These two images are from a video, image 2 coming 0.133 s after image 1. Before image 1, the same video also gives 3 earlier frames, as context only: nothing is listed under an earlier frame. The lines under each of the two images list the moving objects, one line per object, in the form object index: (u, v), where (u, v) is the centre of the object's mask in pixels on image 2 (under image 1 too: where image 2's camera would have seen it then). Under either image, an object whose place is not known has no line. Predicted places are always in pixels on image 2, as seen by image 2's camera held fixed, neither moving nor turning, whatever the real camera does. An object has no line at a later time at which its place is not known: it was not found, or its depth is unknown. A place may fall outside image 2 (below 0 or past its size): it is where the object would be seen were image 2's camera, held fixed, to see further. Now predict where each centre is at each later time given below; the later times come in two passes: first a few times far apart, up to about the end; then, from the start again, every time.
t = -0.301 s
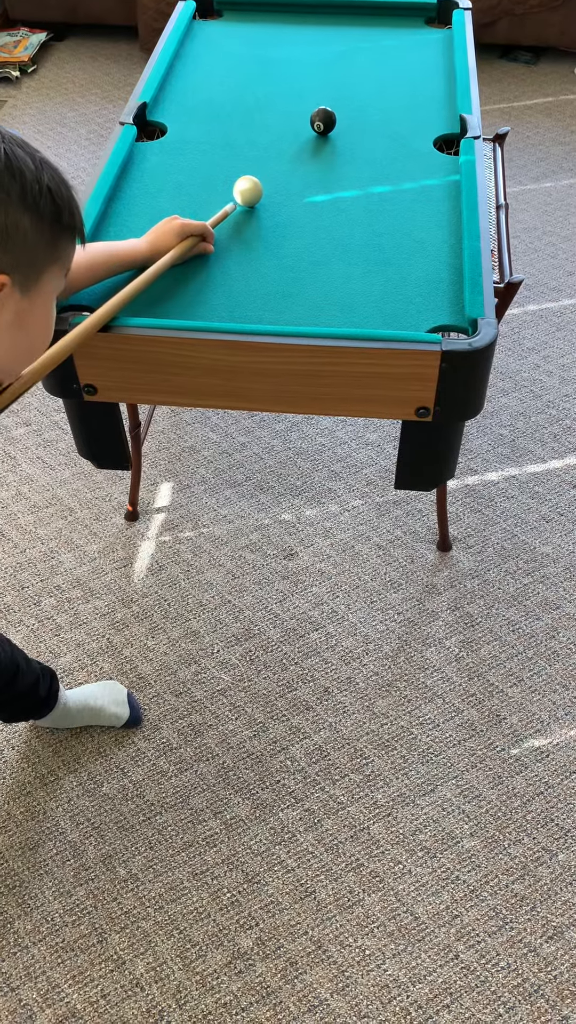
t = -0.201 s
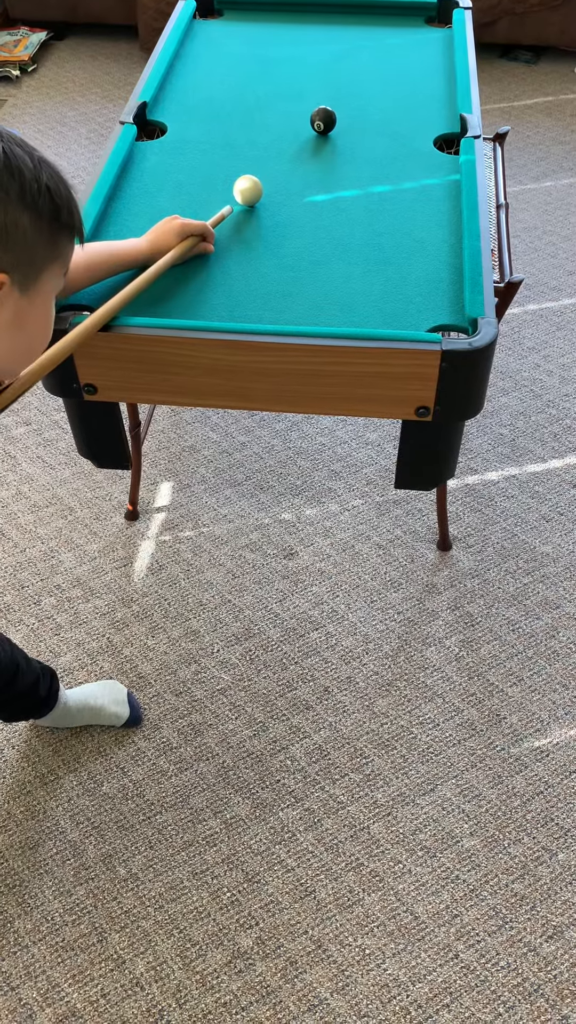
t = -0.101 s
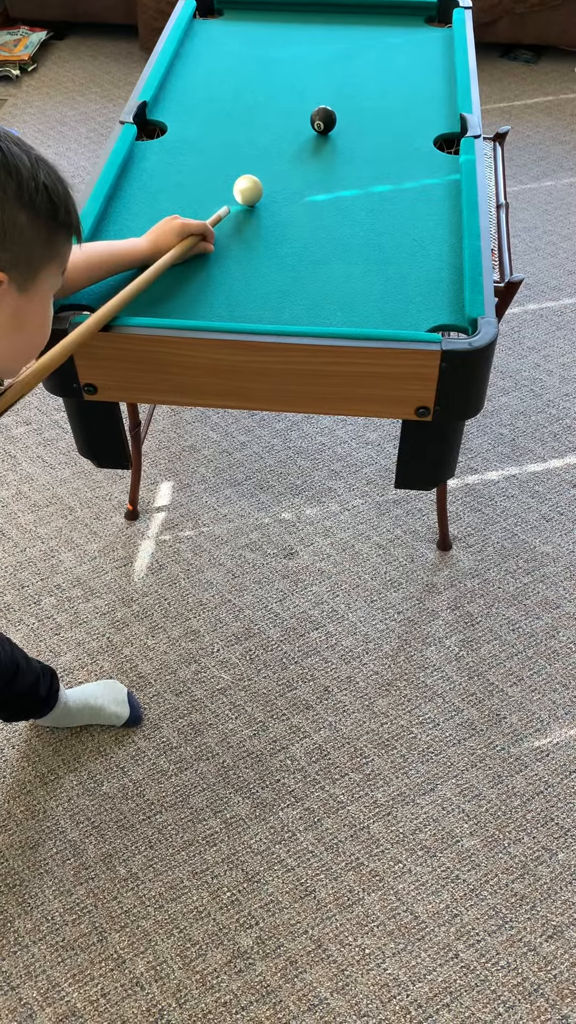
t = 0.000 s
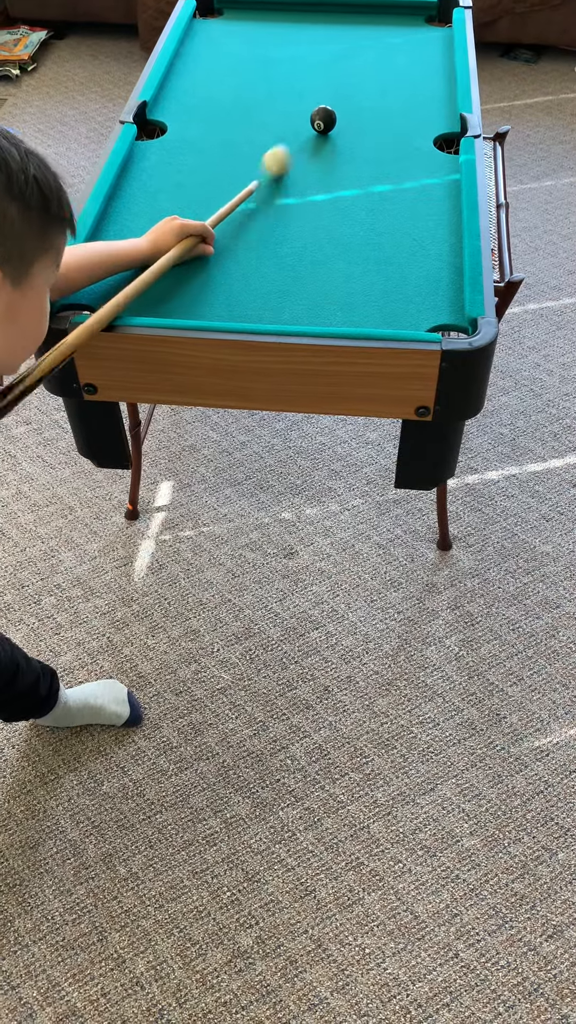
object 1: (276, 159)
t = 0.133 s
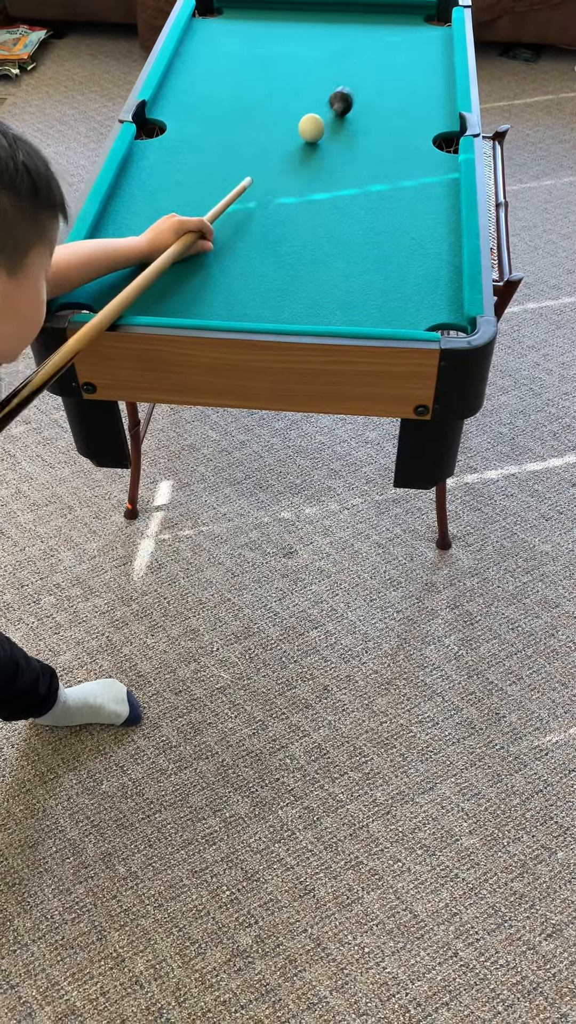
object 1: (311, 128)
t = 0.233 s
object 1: (317, 122)
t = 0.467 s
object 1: (330, 110)
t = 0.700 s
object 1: (342, 101)
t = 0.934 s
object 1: (350, 95)
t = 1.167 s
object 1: (356, 93)
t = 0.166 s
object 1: (312, 126)
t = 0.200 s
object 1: (315, 124)
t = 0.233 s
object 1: (317, 122)
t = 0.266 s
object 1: (319, 120)
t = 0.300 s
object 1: (321, 119)
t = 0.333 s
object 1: (323, 117)
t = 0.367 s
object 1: (325, 115)
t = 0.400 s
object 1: (326, 113)
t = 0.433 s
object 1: (328, 112)
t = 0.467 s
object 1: (330, 110)
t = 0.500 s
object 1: (332, 109)
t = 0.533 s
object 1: (334, 107)
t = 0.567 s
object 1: (335, 106)
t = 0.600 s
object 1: (337, 105)
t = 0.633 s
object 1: (338, 104)
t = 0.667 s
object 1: (340, 103)
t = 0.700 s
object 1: (342, 101)
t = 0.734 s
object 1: (343, 101)
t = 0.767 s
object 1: (344, 100)
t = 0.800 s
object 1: (346, 98)
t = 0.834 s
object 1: (347, 98)
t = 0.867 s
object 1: (348, 97)
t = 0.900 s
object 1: (349, 96)
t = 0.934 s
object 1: (350, 95)
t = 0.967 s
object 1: (351, 95)
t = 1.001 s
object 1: (352, 95)
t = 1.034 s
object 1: (353, 94)
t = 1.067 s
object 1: (354, 93)
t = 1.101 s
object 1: (355, 93)
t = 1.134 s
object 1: (355, 93)
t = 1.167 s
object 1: (356, 93)
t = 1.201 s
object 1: (356, 93)
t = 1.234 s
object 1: (357, 92)
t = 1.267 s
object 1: (357, 92)
